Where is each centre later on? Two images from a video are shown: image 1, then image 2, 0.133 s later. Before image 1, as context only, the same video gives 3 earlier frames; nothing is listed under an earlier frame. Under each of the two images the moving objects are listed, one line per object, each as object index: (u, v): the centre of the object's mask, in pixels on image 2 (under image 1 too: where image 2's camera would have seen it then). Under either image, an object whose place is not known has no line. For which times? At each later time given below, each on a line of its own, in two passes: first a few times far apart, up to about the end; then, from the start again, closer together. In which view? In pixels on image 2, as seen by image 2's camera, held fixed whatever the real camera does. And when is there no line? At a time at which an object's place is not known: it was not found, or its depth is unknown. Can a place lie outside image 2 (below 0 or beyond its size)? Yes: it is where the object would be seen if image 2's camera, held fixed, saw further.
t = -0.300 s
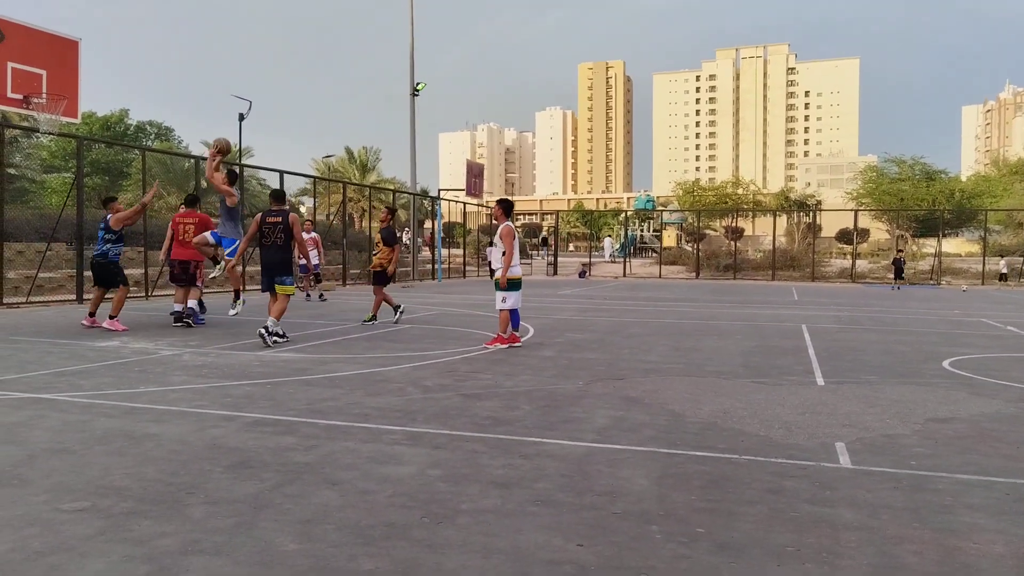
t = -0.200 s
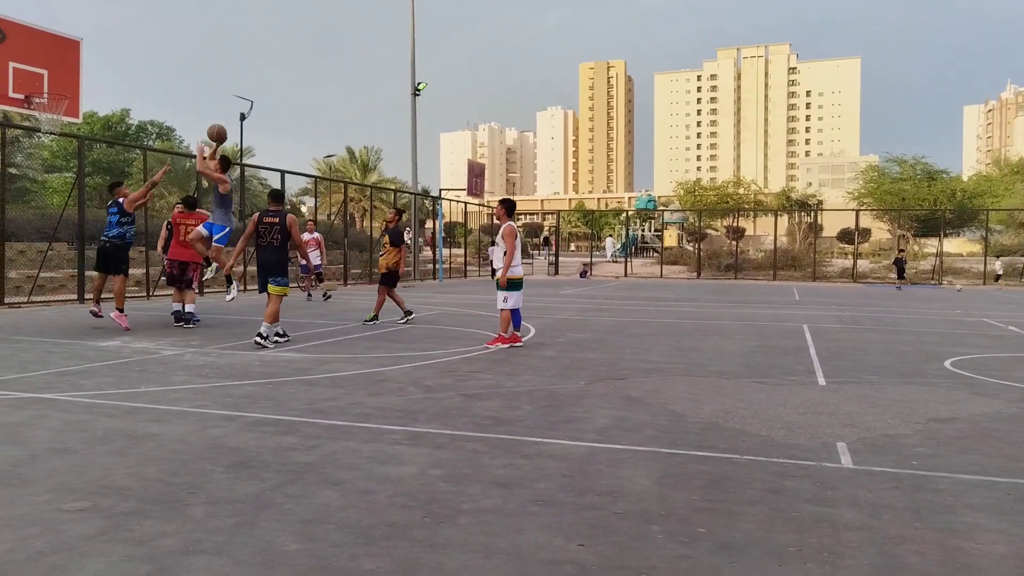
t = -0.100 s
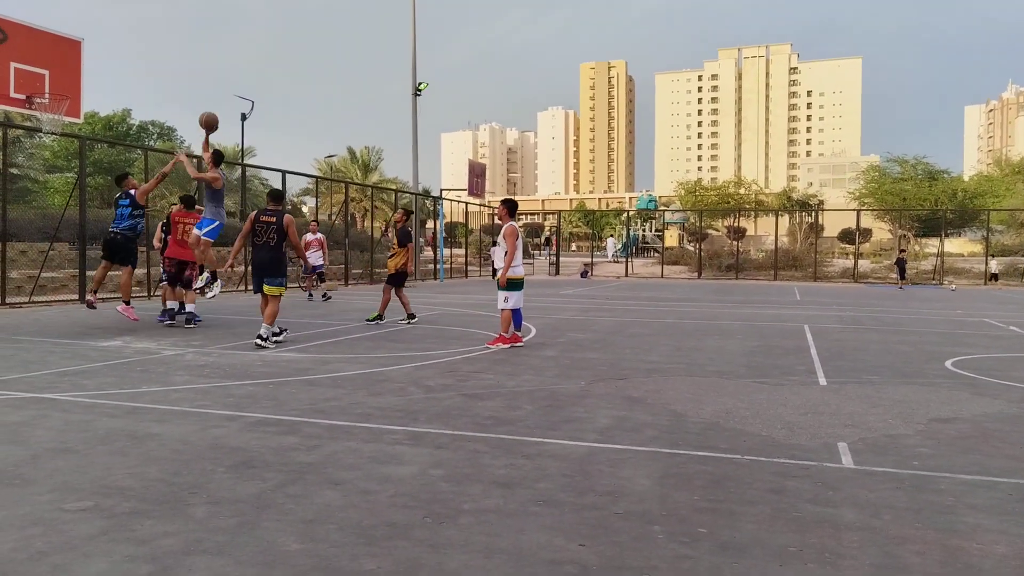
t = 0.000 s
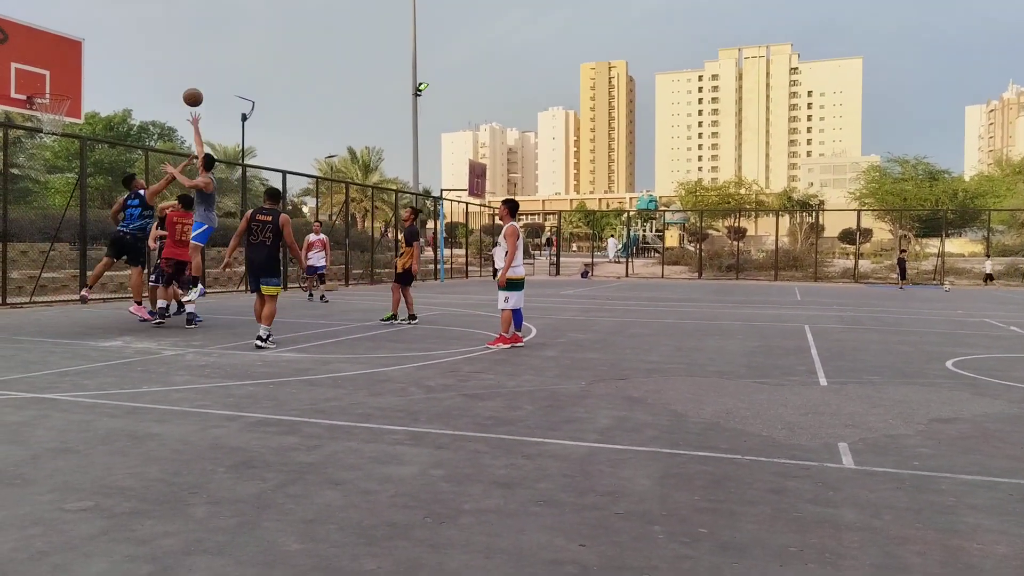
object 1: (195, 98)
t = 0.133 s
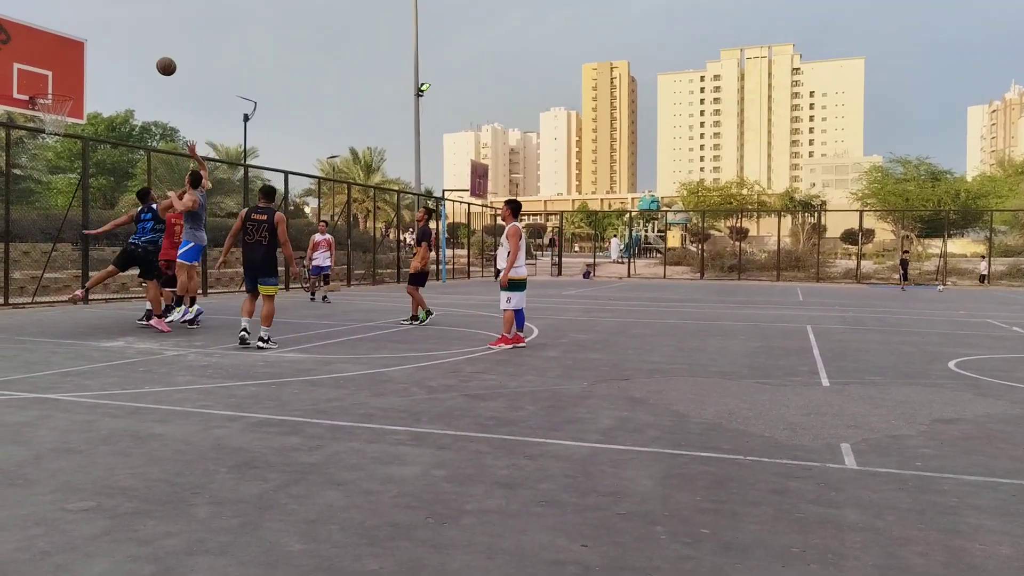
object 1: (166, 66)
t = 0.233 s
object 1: (146, 52)
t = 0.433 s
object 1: (106, 47)
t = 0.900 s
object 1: (44, 117)
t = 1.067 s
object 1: (49, 130)
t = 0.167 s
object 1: (159, 60)
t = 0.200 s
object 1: (152, 56)
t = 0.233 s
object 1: (146, 52)
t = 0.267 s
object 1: (139, 49)
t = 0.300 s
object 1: (132, 47)
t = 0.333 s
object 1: (126, 45)
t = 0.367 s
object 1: (119, 45)
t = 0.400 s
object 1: (113, 46)
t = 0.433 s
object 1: (106, 47)
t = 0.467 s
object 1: (100, 49)
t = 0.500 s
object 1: (94, 52)
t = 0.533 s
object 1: (87, 55)
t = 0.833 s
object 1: (40, 114)
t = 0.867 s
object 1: (41, 114)
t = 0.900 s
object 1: (44, 117)
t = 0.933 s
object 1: (44, 117)
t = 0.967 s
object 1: (45, 120)
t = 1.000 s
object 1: (45, 123)
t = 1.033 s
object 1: (48, 125)
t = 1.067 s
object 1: (49, 130)
